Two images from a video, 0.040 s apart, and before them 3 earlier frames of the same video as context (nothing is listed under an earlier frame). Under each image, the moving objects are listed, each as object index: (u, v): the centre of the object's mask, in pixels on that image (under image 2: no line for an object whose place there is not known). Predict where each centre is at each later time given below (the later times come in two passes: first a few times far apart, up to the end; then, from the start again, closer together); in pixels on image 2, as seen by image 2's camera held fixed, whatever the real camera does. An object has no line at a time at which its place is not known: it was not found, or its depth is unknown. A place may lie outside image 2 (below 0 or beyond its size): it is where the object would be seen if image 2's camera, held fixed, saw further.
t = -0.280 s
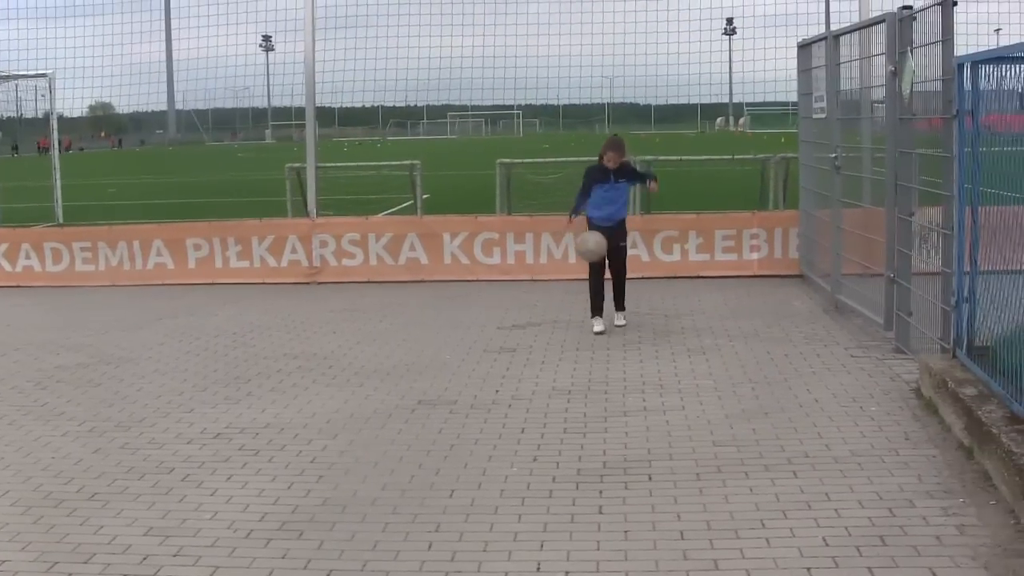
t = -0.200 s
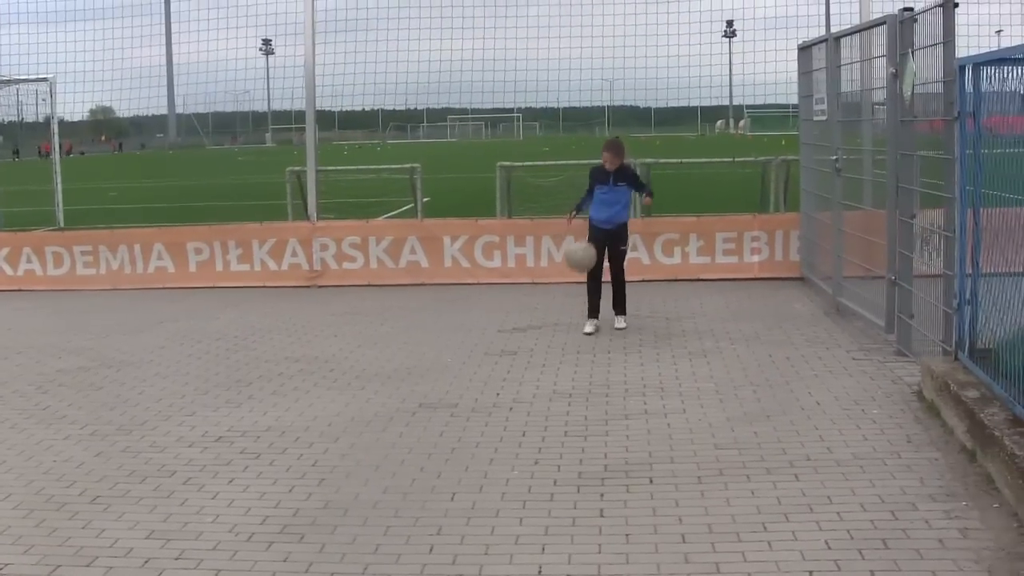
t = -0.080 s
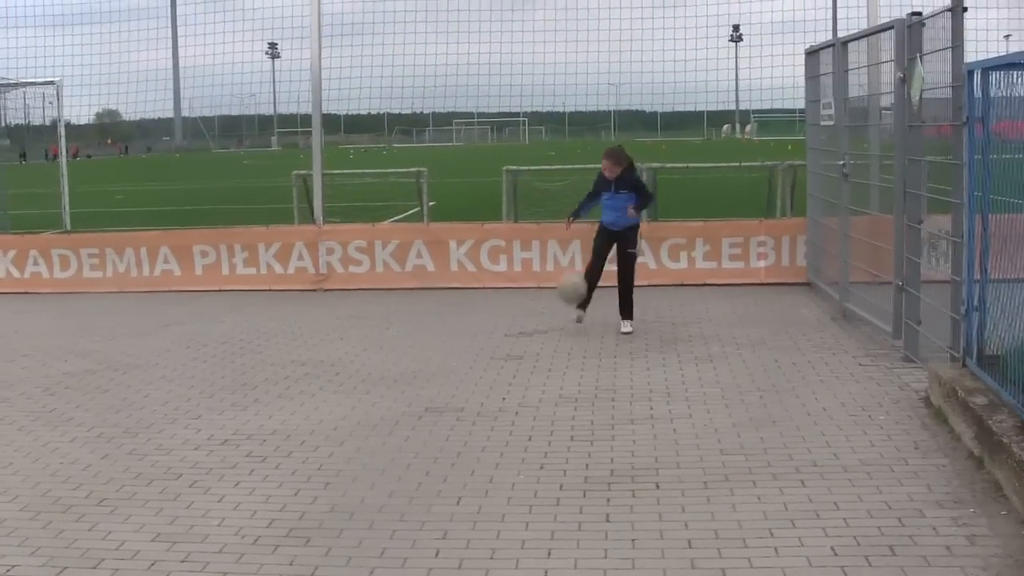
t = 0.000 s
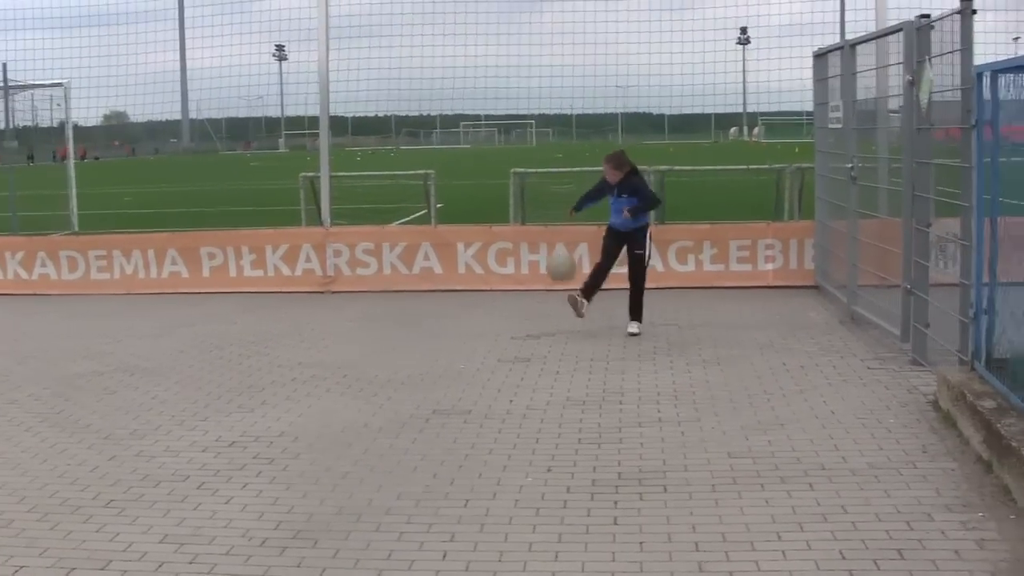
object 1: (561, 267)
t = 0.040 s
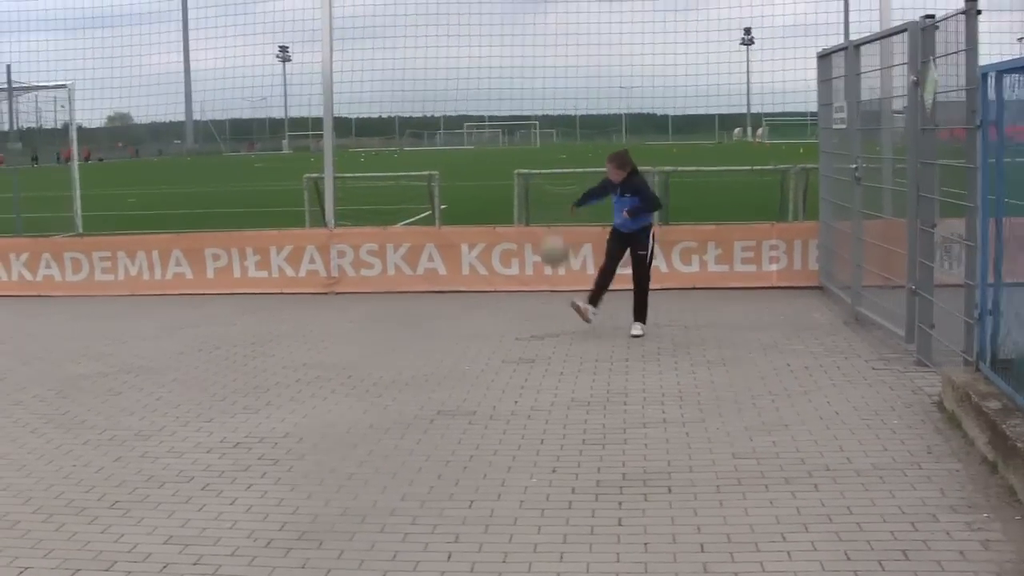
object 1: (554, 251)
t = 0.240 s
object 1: (504, 199)
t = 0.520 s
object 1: (440, 224)
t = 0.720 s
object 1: (400, 309)
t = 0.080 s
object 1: (544, 235)
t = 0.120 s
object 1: (532, 223)
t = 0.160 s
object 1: (523, 213)
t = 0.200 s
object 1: (513, 205)
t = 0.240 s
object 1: (504, 199)
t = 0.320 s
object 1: (484, 195)
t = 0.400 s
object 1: (466, 200)
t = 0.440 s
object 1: (457, 204)
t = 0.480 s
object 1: (448, 213)
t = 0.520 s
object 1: (440, 224)
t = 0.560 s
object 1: (432, 235)
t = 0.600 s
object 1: (423, 251)
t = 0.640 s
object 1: (415, 268)
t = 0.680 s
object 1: (408, 288)
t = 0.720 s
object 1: (400, 309)
